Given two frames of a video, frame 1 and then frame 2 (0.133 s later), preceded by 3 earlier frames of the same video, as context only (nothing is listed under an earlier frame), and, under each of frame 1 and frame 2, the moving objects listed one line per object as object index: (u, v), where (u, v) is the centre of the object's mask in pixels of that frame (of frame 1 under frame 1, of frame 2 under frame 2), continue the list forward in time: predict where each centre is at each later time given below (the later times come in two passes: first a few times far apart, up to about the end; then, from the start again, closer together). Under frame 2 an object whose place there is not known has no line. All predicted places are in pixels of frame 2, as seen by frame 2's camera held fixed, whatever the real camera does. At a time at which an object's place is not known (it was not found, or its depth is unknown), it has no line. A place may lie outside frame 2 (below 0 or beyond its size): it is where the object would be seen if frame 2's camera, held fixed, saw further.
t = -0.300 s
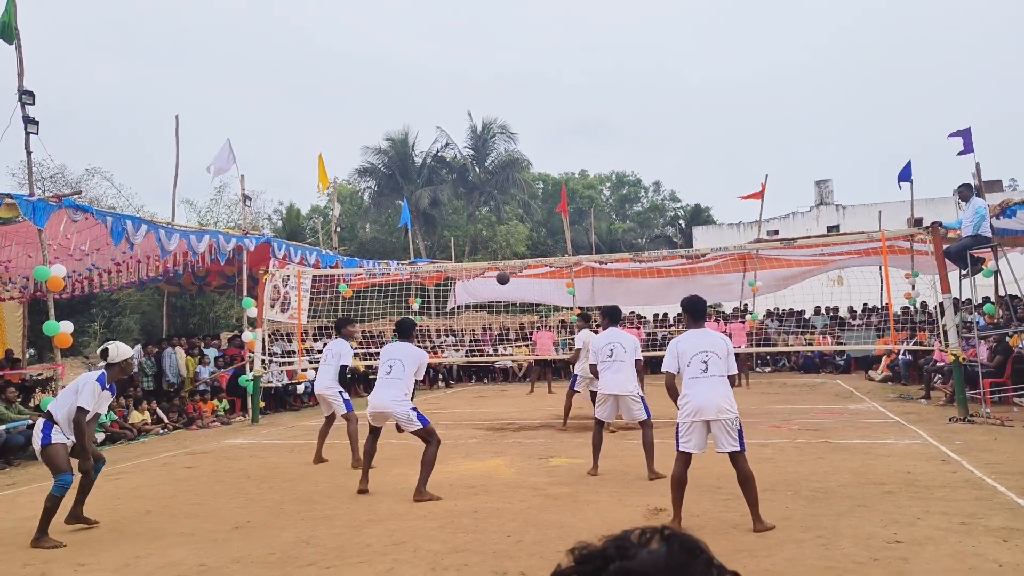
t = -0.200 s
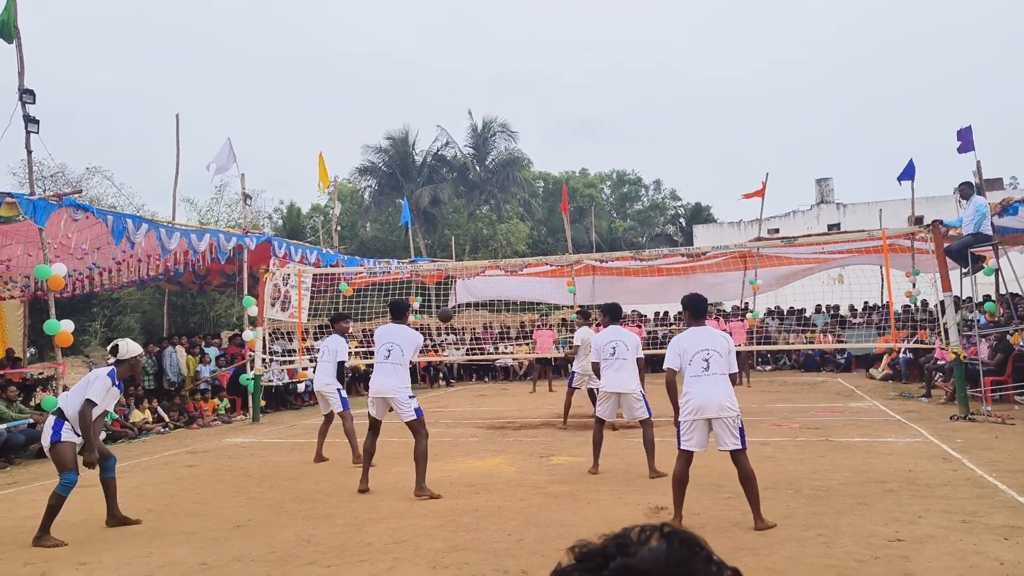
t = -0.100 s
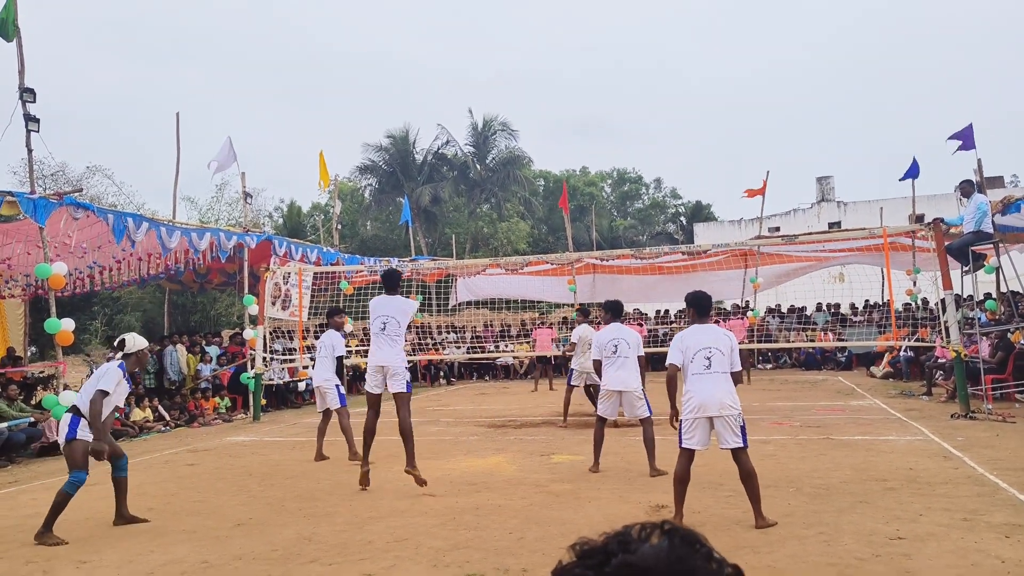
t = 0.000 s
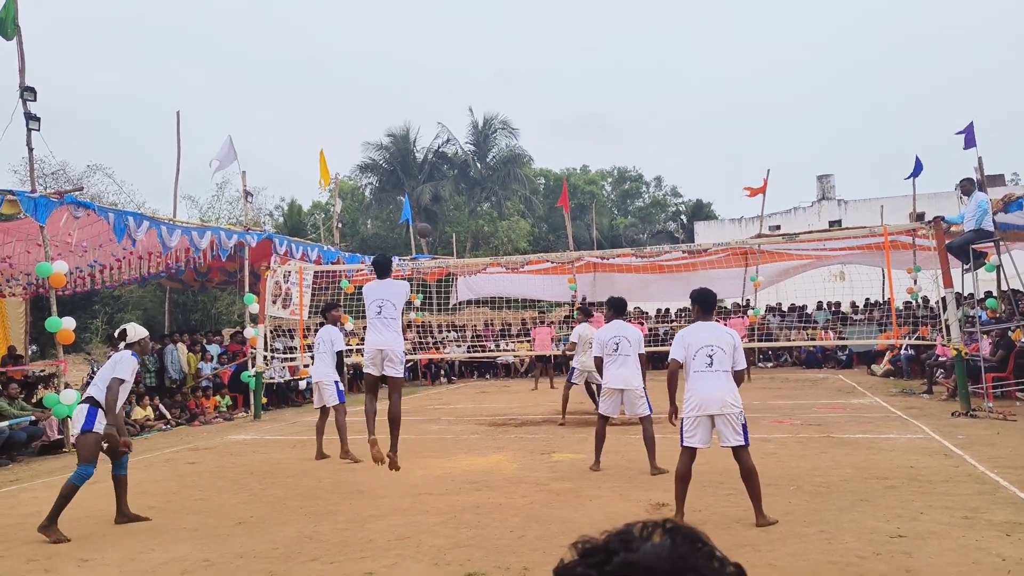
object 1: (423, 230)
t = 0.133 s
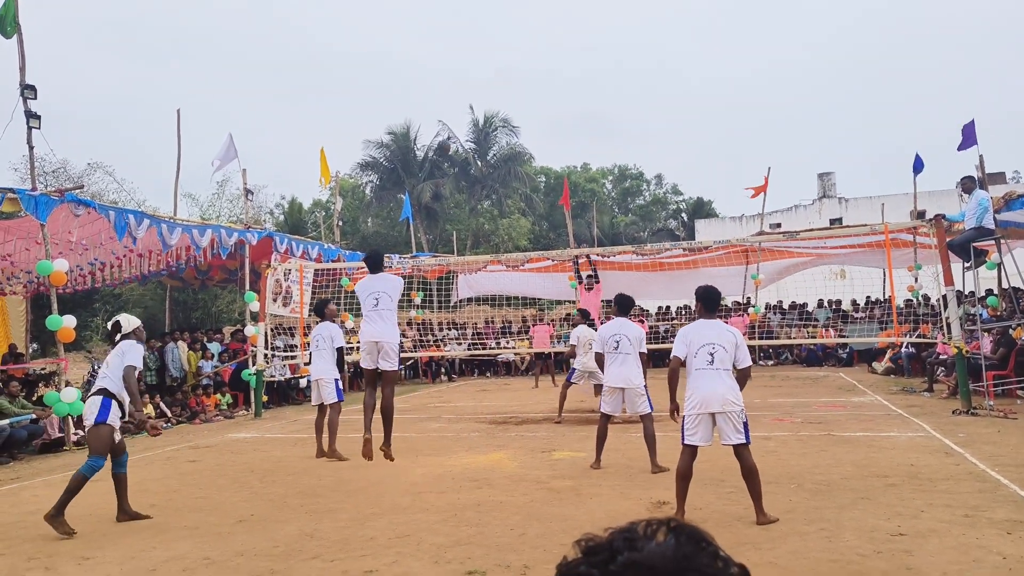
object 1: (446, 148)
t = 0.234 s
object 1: (455, 102)
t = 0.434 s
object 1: (475, 50)
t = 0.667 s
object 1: (492, 31)
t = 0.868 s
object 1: (504, 42)
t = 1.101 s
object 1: (516, 80)
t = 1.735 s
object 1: (542, 274)
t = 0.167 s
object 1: (448, 130)
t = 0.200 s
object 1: (452, 116)
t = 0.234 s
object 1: (455, 102)
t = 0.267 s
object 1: (459, 91)
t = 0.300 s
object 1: (462, 80)
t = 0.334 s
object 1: (465, 71)
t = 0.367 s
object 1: (469, 63)
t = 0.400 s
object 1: (472, 56)
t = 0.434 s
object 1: (475, 50)
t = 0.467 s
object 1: (478, 44)
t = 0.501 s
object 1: (480, 40)
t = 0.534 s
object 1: (483, 36)
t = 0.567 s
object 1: (485, 34)
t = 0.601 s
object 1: (488, 32)
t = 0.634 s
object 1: (490, 31)
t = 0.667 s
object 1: (492, 31)
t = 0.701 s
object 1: (495, 31)
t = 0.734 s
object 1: (497, 32)
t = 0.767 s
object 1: (499, 34)
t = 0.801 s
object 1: (501, 36)
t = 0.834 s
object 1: (503, 39)
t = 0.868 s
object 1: (504, 42)
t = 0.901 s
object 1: (506, 46)
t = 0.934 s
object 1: (508, 51)
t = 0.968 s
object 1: (509, 55)
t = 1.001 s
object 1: (511, 61)
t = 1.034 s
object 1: (513, 67)
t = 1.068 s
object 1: (515, 73)
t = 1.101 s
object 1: (516, 80)
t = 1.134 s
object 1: (518, 87)
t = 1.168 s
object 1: (519, 94)
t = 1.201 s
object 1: (521, 102)
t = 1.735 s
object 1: (542, 274)
